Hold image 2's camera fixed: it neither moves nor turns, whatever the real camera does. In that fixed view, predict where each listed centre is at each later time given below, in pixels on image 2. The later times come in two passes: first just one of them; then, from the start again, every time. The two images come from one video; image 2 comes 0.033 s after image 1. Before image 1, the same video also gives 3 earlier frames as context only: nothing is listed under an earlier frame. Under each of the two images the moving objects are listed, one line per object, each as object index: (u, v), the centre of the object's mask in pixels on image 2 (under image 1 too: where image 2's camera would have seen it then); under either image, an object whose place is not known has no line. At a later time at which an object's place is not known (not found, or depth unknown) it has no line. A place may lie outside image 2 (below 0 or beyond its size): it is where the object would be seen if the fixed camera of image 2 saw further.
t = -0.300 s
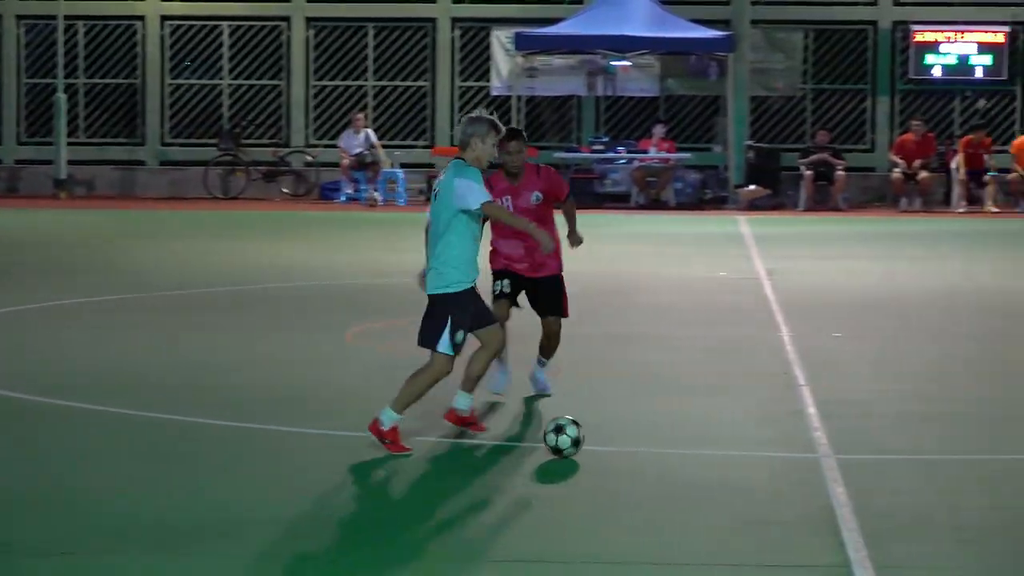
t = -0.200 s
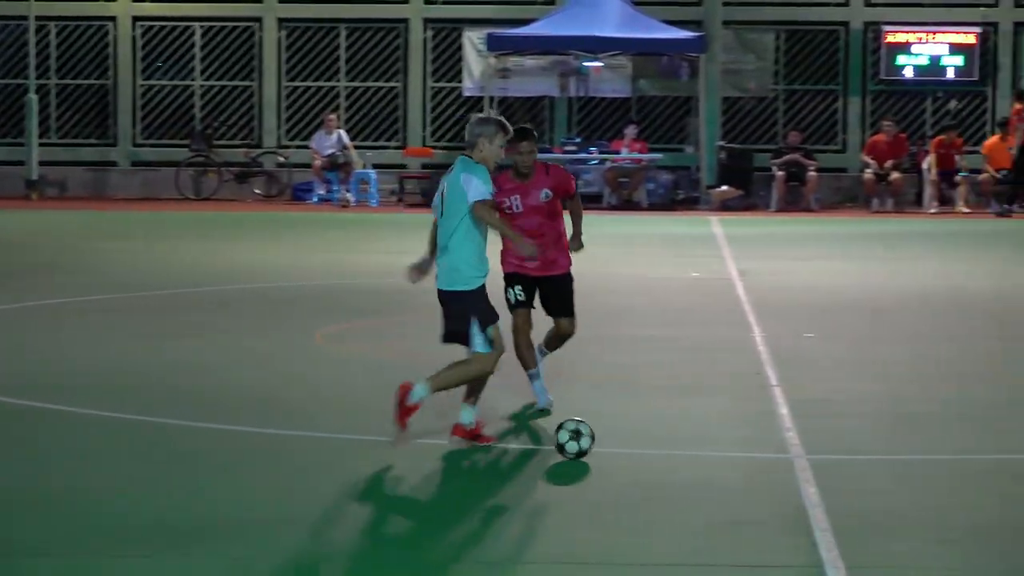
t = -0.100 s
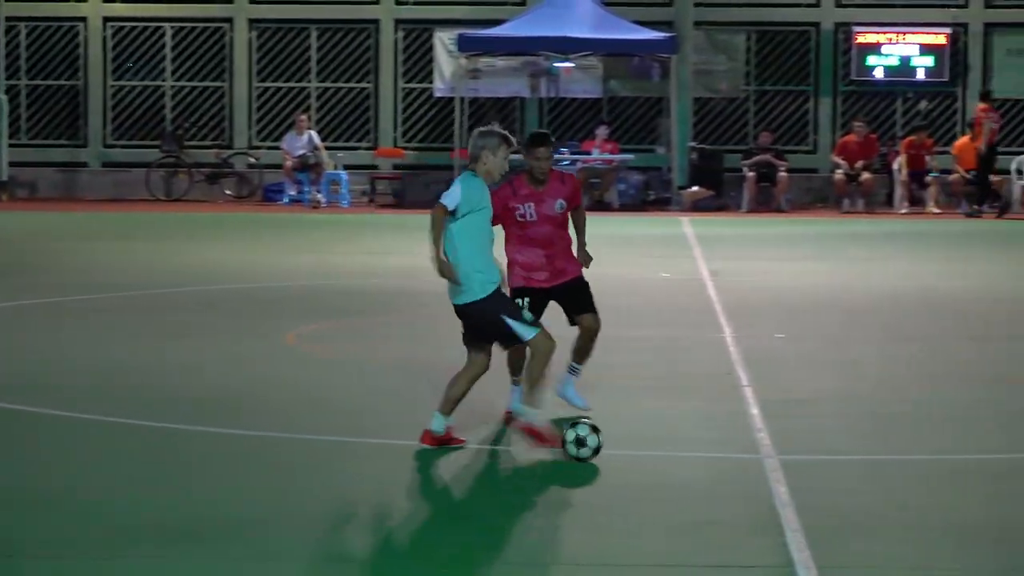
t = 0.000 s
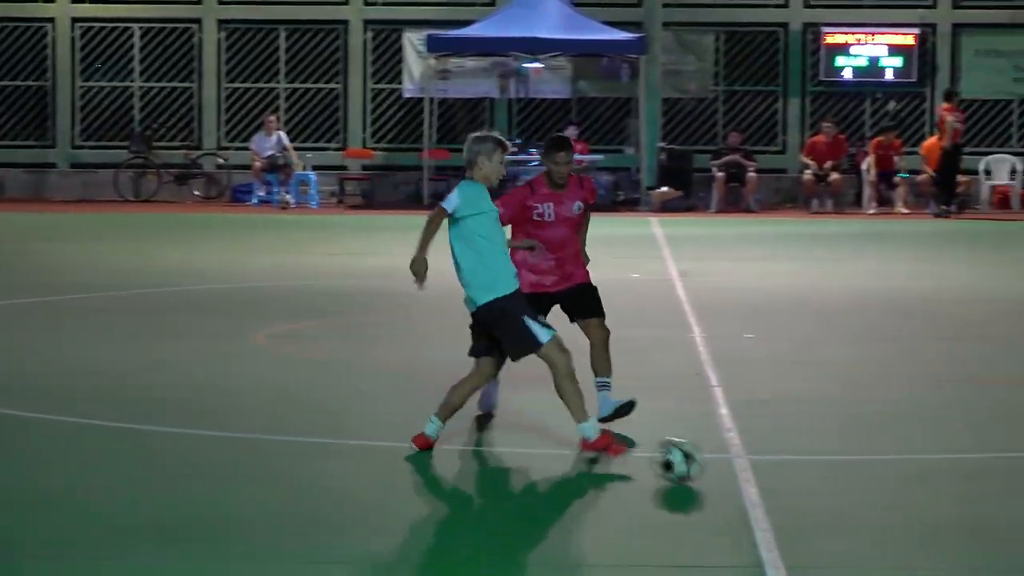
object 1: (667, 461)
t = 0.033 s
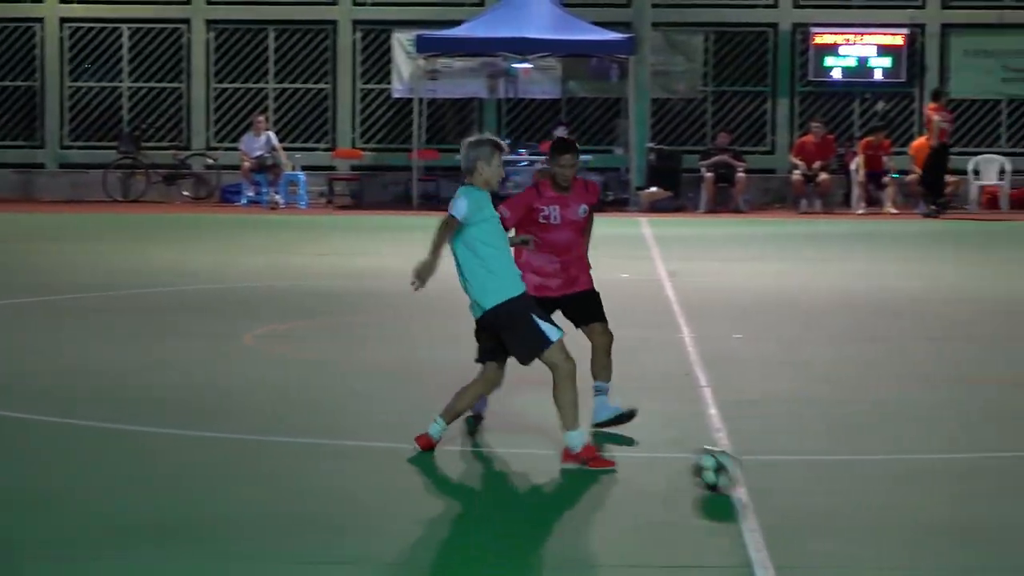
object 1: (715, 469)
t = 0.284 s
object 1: (1071, 523)
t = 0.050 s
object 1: (739, 475)
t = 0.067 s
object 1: (762, 478)
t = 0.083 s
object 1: (789, 483)
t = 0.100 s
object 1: (814, 486)
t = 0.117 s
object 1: (837, 490)
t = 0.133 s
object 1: (859, 493)
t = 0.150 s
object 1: (883, 497)
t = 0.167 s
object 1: (909, 502)
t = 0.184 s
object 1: (935, 507)
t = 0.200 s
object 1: (957, 510)
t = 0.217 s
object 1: (979, 511)
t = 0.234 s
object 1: (1000, 513)
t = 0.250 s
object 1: (1022, 515)
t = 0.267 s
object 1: (1046, 519)
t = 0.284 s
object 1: (1071, 523)
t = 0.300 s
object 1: (1094, 529)
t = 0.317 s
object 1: (1118, 535)
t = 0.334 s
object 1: (1139, 542)
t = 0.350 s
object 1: (1160, 551)
